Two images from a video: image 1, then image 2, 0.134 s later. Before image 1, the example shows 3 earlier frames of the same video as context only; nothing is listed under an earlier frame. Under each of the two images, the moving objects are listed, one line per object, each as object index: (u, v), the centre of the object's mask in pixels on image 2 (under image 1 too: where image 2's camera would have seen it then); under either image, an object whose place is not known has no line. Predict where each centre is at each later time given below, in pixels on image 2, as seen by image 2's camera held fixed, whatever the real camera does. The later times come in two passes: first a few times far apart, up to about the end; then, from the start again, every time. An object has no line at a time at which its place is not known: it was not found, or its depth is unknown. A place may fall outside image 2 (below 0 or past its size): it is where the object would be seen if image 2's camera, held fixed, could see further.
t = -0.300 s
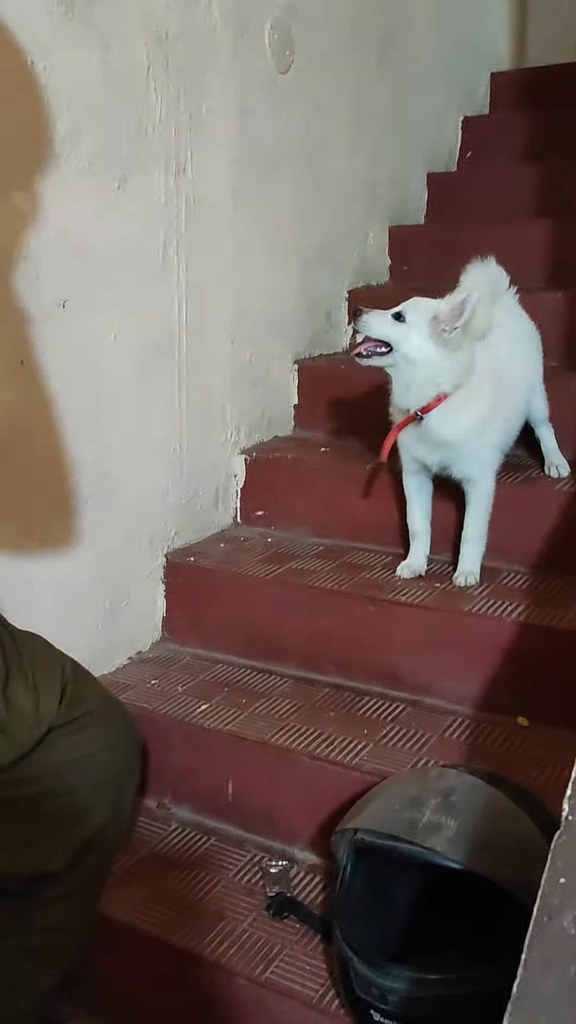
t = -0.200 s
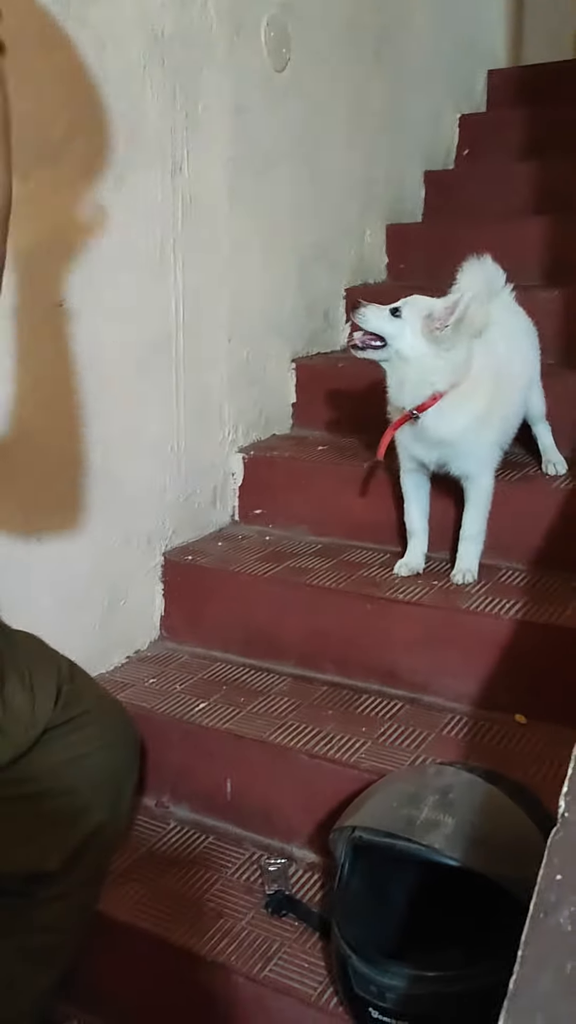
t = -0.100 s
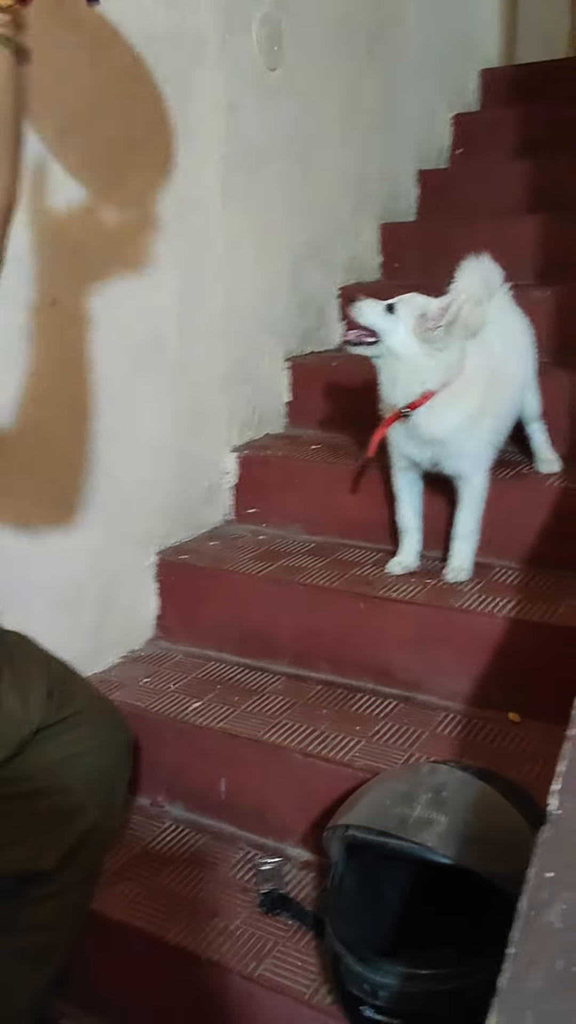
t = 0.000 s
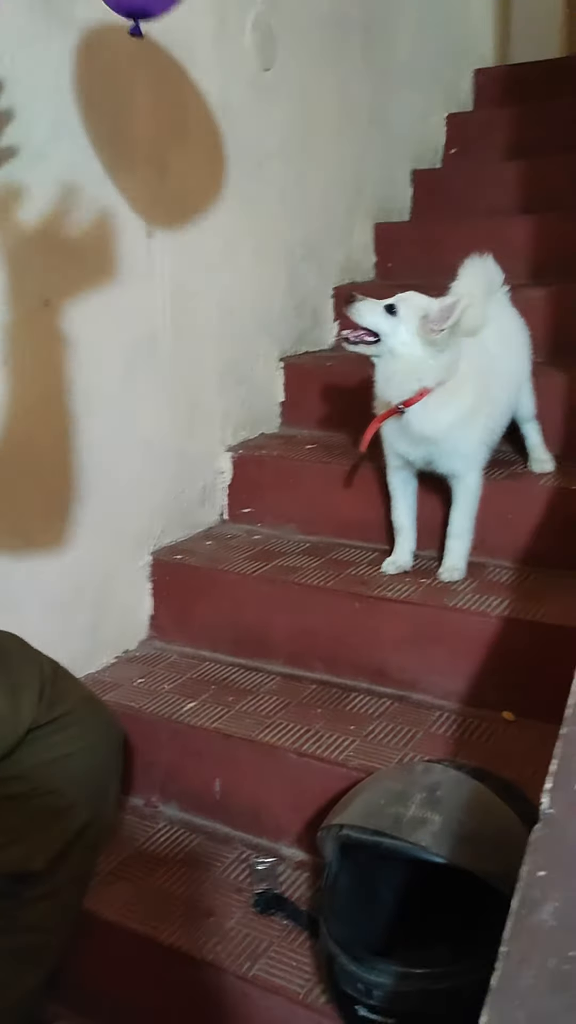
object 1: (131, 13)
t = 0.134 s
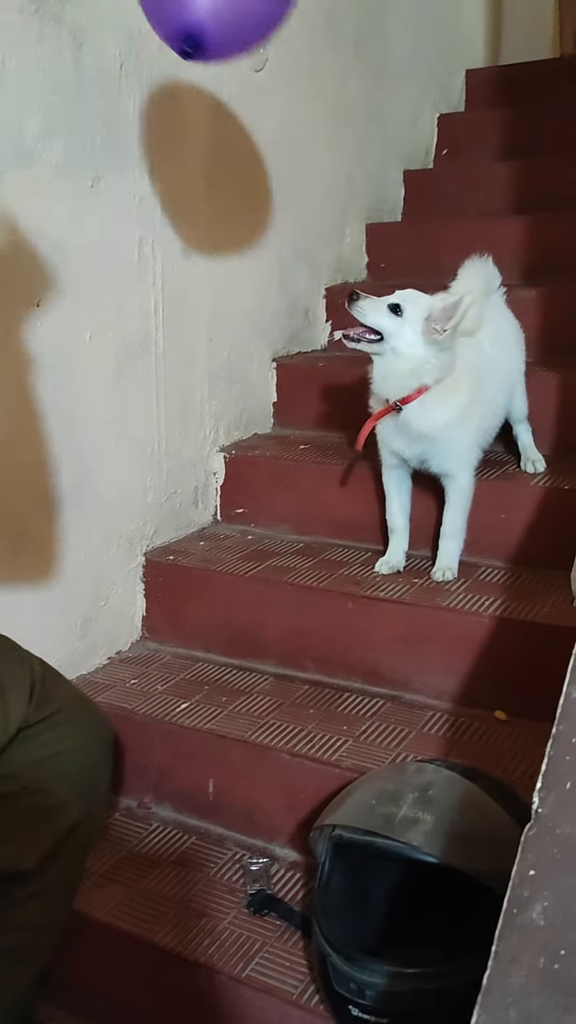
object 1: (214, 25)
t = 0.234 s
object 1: (260, 46)
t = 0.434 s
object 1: (315, 137)
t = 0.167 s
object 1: (232, 32)
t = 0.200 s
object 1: (247, 39)
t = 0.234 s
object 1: (260, 46)
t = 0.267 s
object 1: (273, 55)
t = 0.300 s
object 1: (284, 65)
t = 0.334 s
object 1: (293, 78)
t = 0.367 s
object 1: (302, 96)
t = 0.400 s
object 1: (309, 117)
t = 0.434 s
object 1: (315, 137)
